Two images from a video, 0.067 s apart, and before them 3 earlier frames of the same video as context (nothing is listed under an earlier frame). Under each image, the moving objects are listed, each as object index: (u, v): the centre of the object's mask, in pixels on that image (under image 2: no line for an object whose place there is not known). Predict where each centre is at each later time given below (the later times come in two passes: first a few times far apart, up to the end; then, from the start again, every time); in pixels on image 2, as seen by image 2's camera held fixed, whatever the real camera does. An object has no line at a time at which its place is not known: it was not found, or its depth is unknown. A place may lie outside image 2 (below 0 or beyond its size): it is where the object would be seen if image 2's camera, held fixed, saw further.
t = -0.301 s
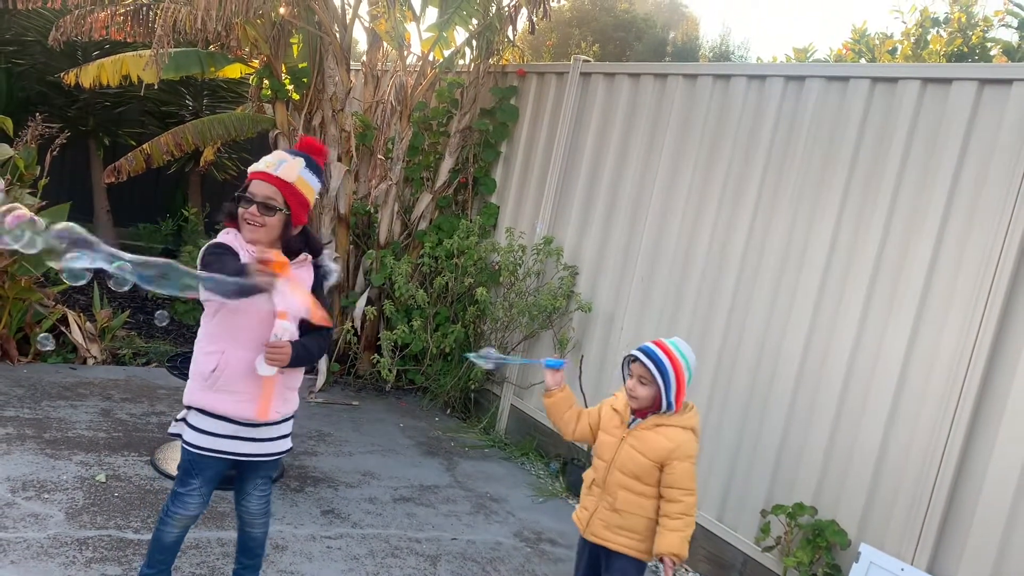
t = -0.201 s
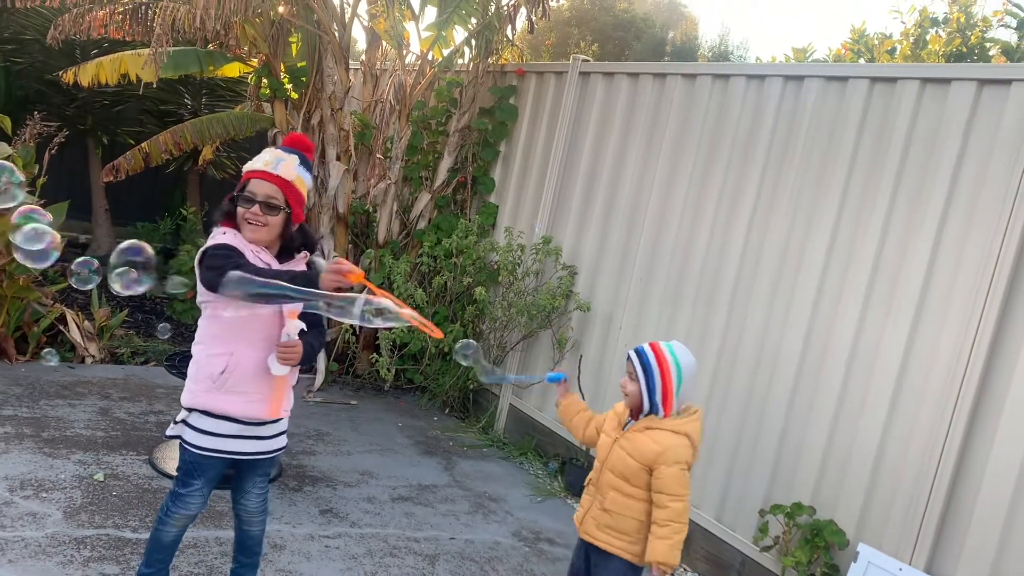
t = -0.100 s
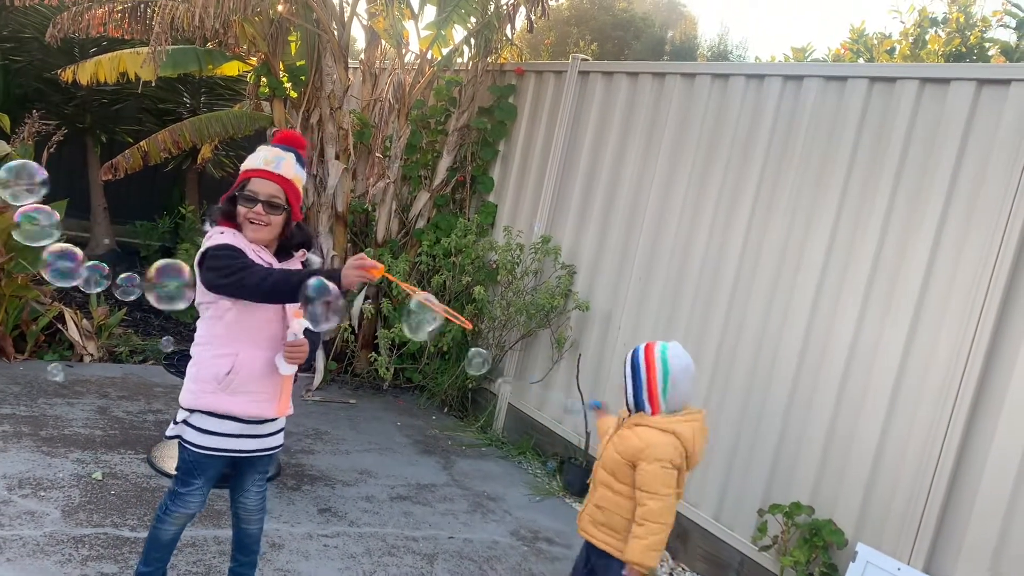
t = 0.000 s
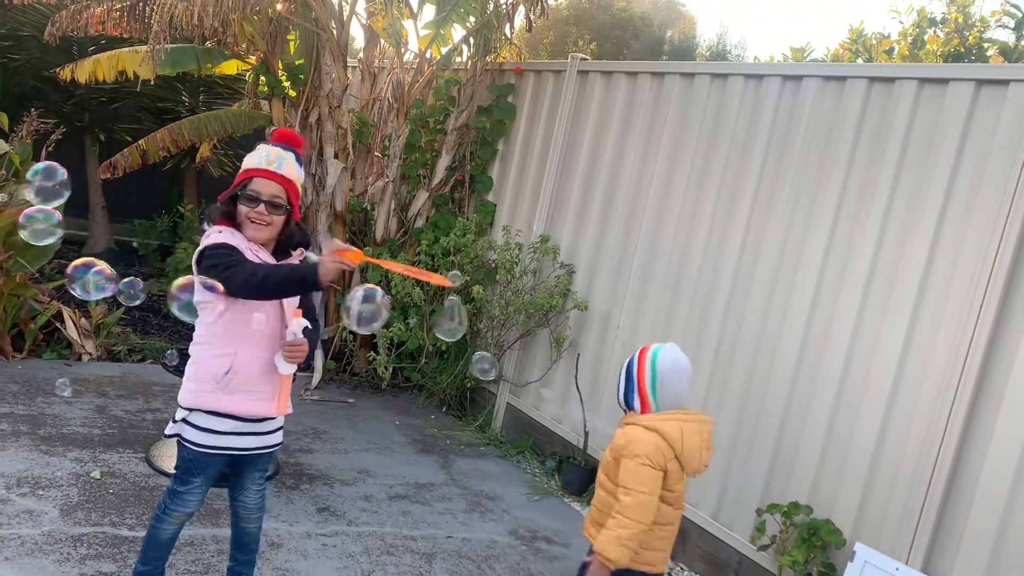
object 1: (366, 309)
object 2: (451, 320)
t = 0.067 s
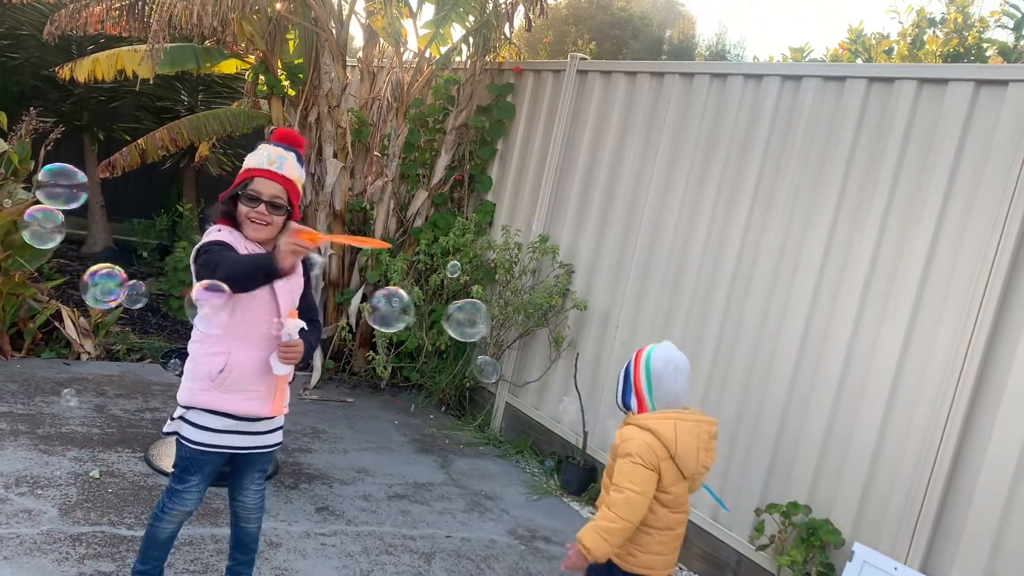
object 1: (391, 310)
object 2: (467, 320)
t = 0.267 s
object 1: (445, 305)
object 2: (510, 319)
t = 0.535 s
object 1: (488, 296)
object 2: (549, 314)
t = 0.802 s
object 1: (519, 289)
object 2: (568, 308)
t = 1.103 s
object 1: (543, 286)
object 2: (577, 302)
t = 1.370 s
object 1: (559, 286)
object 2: (582, 302)
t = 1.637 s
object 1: (572, 291)
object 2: (586, 305)
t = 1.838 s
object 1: (580, 295)
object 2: (588, 316)
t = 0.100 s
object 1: (401, 309)
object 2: (475, 318)
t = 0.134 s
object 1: (412, 309)
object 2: (483, 321)
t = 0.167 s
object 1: (421, 308)
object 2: (490, 320)
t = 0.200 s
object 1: (429, 307)
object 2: (497, 320)
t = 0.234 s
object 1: (438, 307)
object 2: (504, 320)
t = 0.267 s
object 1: (445, 305)
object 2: (510, 319)
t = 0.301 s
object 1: (451, 305)
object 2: (516, 320)
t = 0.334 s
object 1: (458, 303)
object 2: (523, 318)
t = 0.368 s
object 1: (463, 302)
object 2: (527, 319)
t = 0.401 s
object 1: (470, 301)
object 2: (533, 317)
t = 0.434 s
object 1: (474, 300)
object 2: (537, 316)
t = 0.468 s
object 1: (480, 298)
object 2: (541, 315)
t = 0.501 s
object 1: (484, 297)
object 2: (545, 315)
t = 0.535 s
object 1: (488, 296)
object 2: (549, 314)
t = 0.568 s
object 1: (494, 295)
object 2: (550, 313)
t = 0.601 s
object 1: (498, 294)
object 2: (554, 312)
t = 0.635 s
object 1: (502, 293)
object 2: (557, 312)
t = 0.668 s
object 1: (505, 293)
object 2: (560, 311)
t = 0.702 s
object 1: (509, 292)
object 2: (561, 310)
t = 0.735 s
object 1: (513, 291)
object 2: (563, 310)
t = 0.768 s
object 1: (516, 290)
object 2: (566, 309)
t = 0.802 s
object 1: (519, 289)
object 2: (568, 308)
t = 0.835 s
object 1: (523, 289)
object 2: (569, 307)
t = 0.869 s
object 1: (526, 288)
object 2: (570, 307)
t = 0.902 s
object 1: (529, 288)
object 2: (571, 305)
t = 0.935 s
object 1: (531, 287)
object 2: (573, 305)
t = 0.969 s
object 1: (535, 287)
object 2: (574, 304)
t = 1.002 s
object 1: (537, 287)
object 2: (575, 303)
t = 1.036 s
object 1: (539, 286)
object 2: (575, 304)
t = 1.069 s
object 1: (541, 286)
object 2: (576, 303)
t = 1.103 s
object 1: (543, 286)
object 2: (577, 302)
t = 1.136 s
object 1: (546, 286)
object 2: (578, 302)
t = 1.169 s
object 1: (548, 286)
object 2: (578, 302)
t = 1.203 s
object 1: (550, 286)
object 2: (579, 302)
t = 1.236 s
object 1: (552, 286)
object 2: (580, 302)
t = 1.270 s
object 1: (554, 286)
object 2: (581, 302)
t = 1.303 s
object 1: (556, 286)
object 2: (581, 302)
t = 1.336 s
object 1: (557, 286)
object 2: (581, 302)
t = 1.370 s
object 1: (559, 286)
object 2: (582, 302)
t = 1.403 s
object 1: (561, 287)
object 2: (582, 302)
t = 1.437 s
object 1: (563, 287)
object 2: (583, 303)
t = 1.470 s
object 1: (564, 288)
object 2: (584, 304)
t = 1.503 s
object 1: (566, 288)
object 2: (584, 303)
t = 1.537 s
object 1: (567, 288)
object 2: (584, 304)
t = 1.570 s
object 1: (568, 289)
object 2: (585, 304)
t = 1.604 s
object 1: (570, 290)
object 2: (584, 305)
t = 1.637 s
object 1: (572, 291)
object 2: (586, 305)
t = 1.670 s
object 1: (573, 291)
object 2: (587, 306)
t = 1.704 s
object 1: (574, 292)
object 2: (587, 306)
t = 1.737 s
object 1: (576, 293)
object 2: (588, 306)
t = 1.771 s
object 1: (577, 293)
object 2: (588, 315)
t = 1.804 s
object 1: (579, 294)
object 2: (589, 307)
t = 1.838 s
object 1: (580, 295)
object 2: (588, 316)
